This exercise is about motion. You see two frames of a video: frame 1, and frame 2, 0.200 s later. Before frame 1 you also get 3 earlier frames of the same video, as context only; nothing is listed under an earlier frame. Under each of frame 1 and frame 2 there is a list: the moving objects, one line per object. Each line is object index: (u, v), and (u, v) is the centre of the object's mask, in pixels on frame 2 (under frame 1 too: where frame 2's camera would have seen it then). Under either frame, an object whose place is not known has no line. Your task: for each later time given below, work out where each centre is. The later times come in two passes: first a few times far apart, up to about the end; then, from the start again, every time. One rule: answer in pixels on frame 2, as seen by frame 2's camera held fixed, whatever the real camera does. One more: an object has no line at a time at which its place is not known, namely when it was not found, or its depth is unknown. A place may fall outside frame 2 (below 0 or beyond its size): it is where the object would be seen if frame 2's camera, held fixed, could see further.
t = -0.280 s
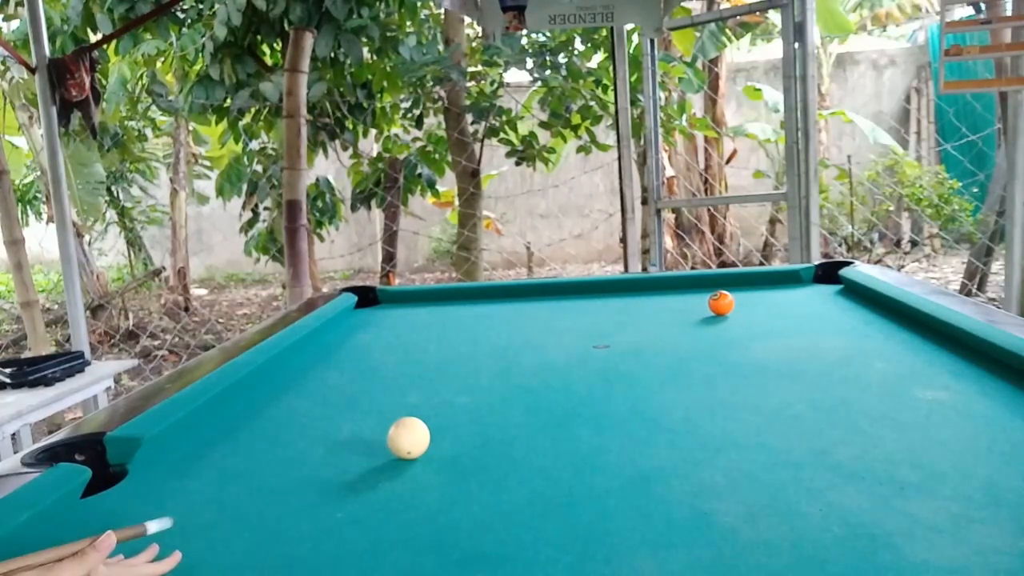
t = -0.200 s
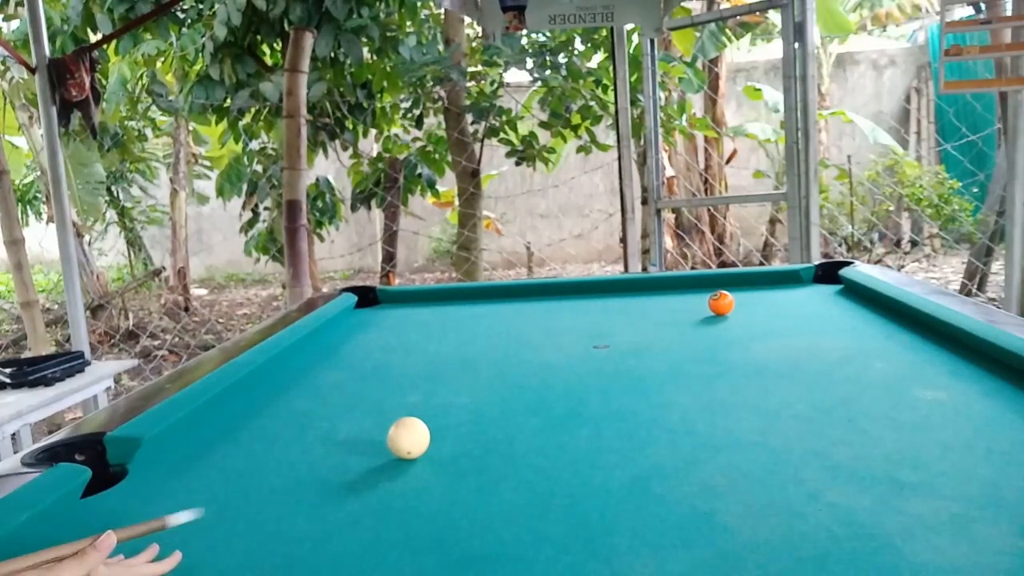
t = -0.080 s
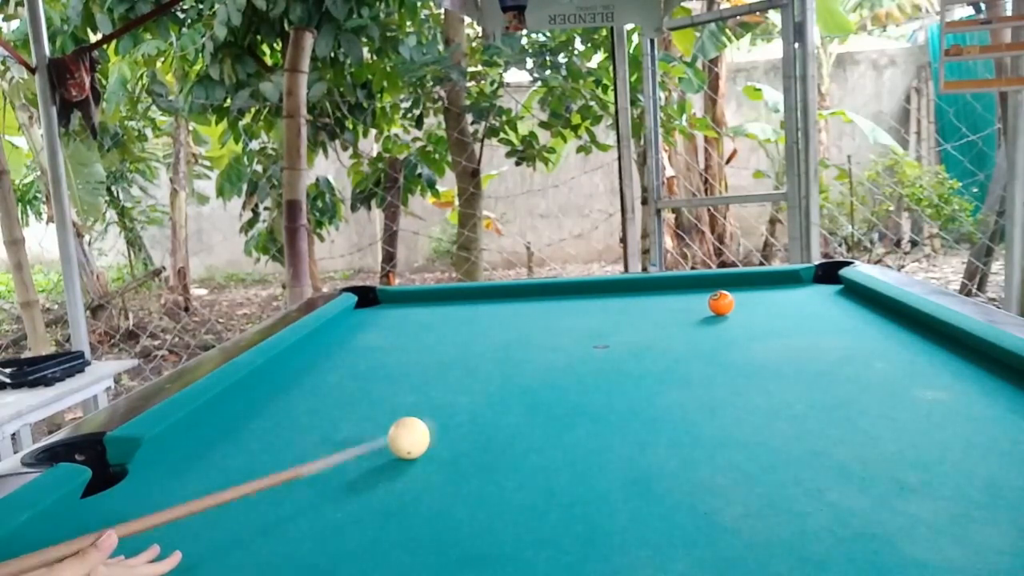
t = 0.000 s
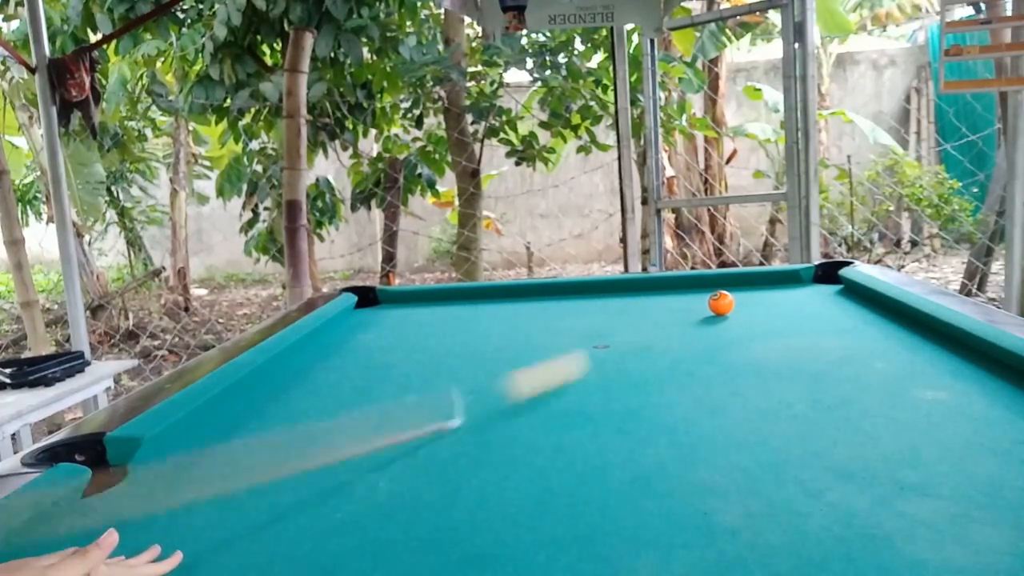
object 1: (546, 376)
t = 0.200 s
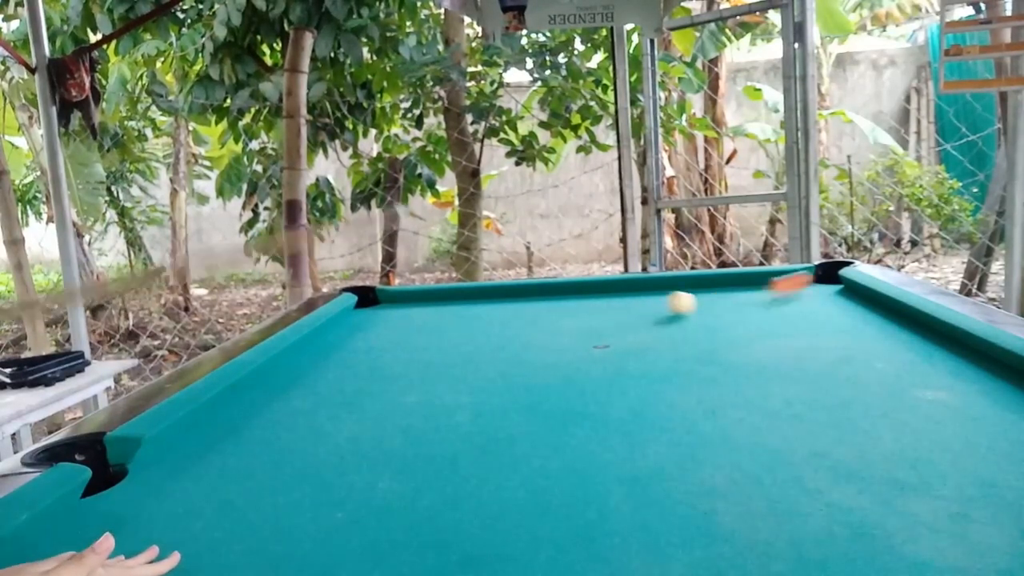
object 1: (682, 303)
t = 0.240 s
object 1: (668, 301)
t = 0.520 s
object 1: (624, 285)
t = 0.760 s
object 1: (581, 295)
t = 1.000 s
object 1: (534, 307)
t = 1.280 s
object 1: (474, 321)
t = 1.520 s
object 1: (417, 336)
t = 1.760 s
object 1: (355, 351)
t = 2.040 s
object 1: (275, 372)
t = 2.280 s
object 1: (271, 382)
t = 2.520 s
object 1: (284, 391)
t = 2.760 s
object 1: (298, 400)
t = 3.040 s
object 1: (315, 411)
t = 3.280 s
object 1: (329, 420)
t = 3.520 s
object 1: (342, 429)
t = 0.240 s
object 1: (668, 301)
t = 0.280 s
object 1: (657, 299)
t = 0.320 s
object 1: (648, 296)
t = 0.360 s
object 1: (642, 294)
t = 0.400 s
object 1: (637, 291)
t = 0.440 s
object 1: (633, 288)
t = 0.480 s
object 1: (629, 286)
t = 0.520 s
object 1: (624, 285)
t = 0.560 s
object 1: (617, 286)
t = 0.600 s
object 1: (610, 288)
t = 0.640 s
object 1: (603, 290)
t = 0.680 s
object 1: (596, 291)
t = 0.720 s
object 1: (588, 293)
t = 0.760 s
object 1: (581, 295)
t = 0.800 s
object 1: (573, 297)
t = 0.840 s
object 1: (566, 299)
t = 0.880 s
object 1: (558, 301)
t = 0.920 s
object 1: (550, 303)
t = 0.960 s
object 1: (542, 305)
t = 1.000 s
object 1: (534, 307)
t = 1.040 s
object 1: (526, 309)
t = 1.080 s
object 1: (517, 311)
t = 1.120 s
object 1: (509, 313)
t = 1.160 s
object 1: (500, 315)
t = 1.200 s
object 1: (492, 317)
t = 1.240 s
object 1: (483, 319)
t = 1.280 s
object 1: (474, 321)
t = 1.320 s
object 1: (465, 323)
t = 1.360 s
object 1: (456, 326)
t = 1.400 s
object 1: (446, 328)
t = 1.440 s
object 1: (437, 331)
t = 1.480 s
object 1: (427, 333)
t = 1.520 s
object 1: (417, 336)
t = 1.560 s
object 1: (408, 338)
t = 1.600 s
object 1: (398, 341)
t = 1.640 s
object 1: (388, 343)
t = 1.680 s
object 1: (377, 346)
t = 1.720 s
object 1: (366, 349)
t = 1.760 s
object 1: (355, 351)
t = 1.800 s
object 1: (344, 354)
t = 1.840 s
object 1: (333, 357)
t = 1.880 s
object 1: (322, 360)
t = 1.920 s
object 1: (311, 363)
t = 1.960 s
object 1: (299, 366)
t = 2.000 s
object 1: (287, 369)
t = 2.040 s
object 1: (275, 372)
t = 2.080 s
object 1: (263, 375)
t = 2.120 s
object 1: (262, 377)
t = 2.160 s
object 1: (264, 378)
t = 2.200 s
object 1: (266, 380)
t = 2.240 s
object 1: (268, 381)
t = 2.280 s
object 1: (271, 382)
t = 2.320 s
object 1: (272, 384)
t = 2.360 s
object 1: (275, 386)
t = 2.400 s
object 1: (277, 387)
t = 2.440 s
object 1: (279, 388)
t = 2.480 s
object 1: (282, 390)
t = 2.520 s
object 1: (284, 391)
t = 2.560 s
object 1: (286, 393)
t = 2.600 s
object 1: (289, 394)
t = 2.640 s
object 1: (291, 396)
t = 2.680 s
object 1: (294, 397)
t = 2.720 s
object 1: (296, 399)
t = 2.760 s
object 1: (298, 400)
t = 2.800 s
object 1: (301, 402)
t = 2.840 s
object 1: (303, 403)
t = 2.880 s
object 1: (306, 405)
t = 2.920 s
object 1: (308, 406)
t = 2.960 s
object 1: (310, 408)
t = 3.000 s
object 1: (312, 409)
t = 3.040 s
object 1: (315, 411)
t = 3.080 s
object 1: (317, 412)
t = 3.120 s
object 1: (319, 414)
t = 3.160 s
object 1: (322, 415)
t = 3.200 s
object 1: (324, 417)
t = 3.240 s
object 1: (326, 419)
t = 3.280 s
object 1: (329, 420)
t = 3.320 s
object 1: (331, 421)
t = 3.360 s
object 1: (334, 423)
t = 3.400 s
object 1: (336, 424)
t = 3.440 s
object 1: (338, 426)
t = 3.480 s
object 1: (340, 427)
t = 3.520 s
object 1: (342, 429)
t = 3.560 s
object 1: (345, 430)
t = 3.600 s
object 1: (347, 431)
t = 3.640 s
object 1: (349, 433)
